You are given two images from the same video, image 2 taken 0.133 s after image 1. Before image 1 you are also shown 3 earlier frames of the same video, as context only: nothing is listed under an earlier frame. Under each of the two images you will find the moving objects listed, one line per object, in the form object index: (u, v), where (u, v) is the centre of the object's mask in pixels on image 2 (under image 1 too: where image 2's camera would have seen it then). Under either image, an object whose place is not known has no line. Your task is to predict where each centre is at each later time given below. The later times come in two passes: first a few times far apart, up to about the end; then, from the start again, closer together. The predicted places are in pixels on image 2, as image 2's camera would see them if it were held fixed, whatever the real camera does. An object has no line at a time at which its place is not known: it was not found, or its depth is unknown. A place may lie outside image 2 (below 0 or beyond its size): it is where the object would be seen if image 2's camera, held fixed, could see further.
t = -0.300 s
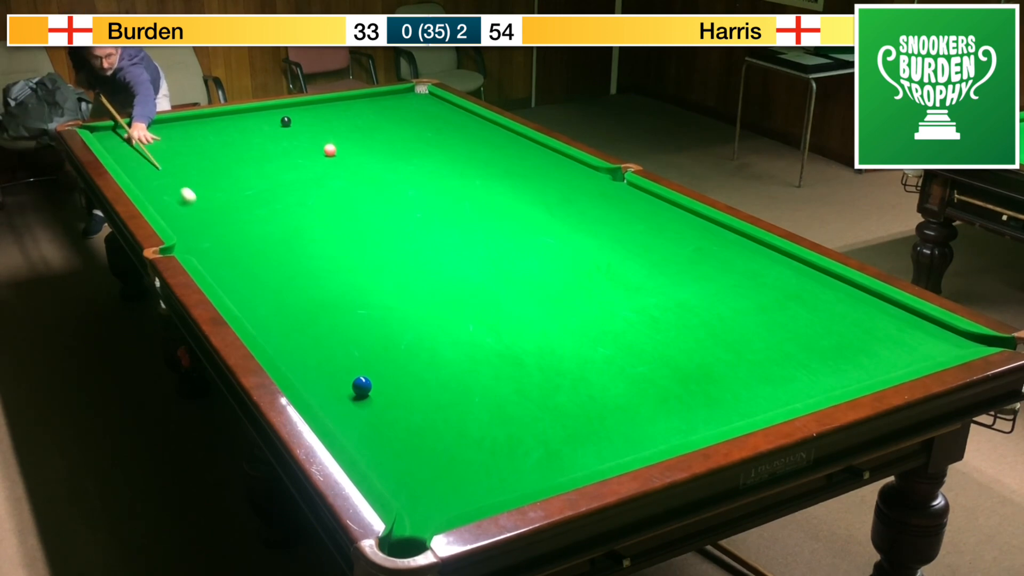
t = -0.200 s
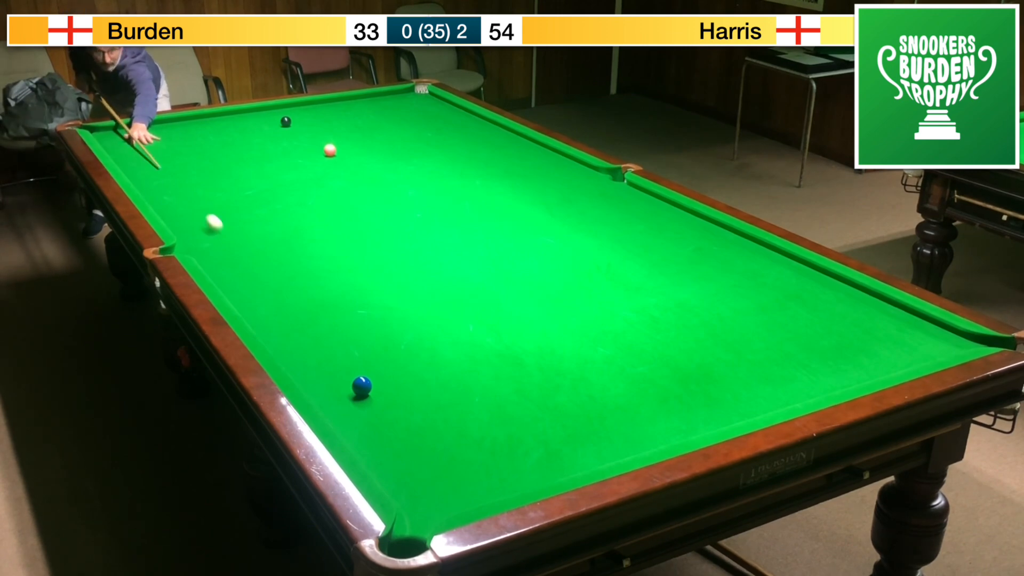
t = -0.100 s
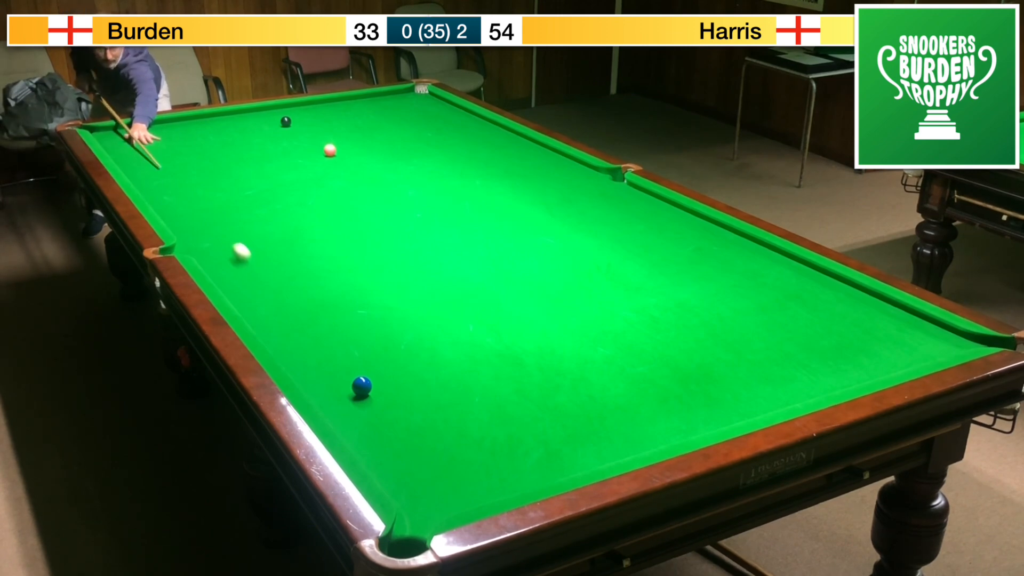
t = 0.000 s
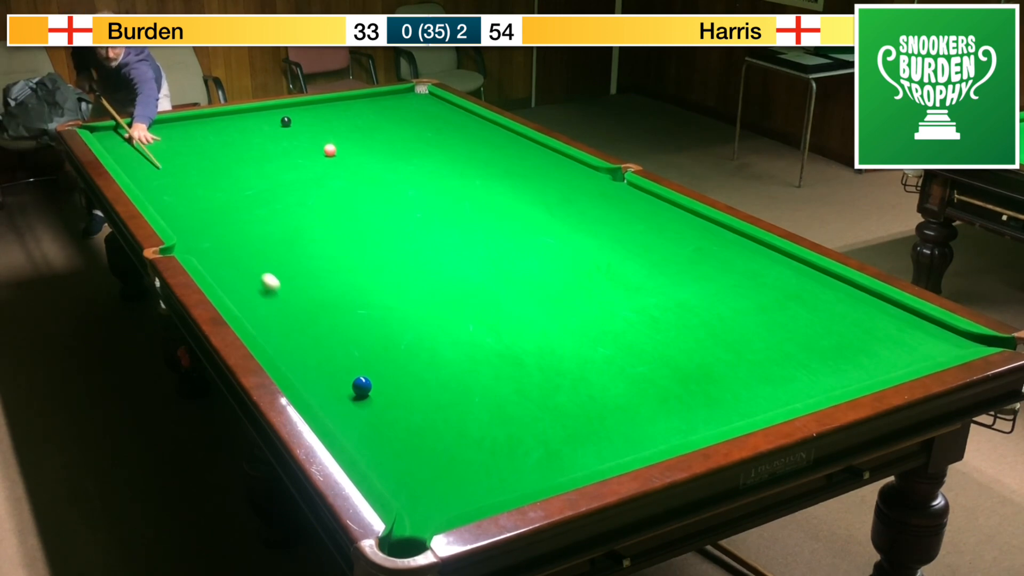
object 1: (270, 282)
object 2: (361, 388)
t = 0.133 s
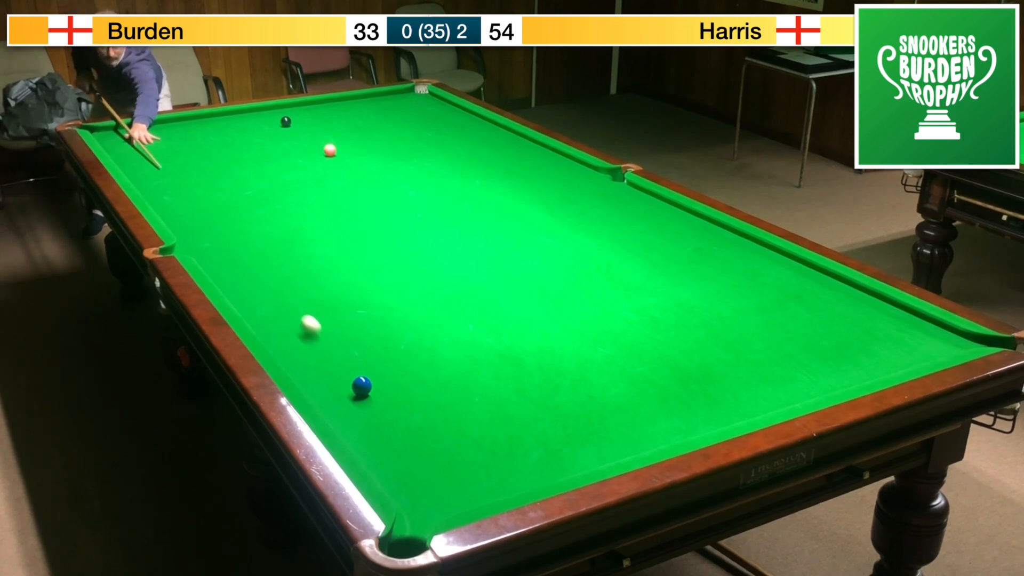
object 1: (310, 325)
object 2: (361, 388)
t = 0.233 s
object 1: (341, 358)
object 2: (361, 388)
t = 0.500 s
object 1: (391, 383)
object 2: (402, 467)
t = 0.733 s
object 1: (434, 402)
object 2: (413, 518)
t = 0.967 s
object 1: (478, 421)
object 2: (451, 501)
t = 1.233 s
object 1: (528, 443)
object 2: (469, 478)
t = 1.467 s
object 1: (573, 462)
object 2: (483, 460)
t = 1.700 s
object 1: (581, 453)
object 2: (495, 445)
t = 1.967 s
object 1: (574, 435)
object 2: (507, 432)
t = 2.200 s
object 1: (568, 421)
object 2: (515, 421)
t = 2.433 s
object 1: (564, 409)
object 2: (522, 410)
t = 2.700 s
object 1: (559, 397)
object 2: (529, 402)
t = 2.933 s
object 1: (555, 389)
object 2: (534, 395)
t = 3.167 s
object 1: (553, 382)
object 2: (537, 390)
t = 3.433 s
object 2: (539, 386)
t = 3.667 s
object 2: (541, 384)
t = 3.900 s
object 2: (543, 382)
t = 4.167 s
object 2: (543, 382)
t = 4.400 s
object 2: (543, 382)
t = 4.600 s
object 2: (548, 376)
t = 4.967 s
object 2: (542, 382)
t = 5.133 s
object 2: (543, 382)
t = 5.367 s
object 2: (543, 382)
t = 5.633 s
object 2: (543, 382)
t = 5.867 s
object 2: (543, 382)
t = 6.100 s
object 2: (543, 382)
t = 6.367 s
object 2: (543, 382)
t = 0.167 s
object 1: (321, 336)
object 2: (361, 388)
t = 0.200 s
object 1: (331, 347)
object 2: (361, 388)
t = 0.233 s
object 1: (341, 358)
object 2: (361, 388)
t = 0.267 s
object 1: (351, 368)
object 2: (361, 388)
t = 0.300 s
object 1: (359, 374)
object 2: (364, 392)
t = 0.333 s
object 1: (364, 377)
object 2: (371, 405)
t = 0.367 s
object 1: (369, 377)
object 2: (377, 417)
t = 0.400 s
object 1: (374, 378)
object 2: (383, 430)
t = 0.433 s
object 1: (379, 379)
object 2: (390, 442)
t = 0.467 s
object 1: (385, 381)
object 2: (396, 454)
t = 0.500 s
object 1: (391, 383)
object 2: (402, 467)
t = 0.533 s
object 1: (397, 386)
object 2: (408, 479)
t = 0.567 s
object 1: (403, 389)
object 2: (414, 490)
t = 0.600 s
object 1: (409, 392)
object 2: (420, 502)
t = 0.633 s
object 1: (415, 394)
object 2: (426, 514)
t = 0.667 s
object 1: (422, 397)
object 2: (428, 520)
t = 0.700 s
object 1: (428, 399)
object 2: (414, 520)
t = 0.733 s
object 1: (434, 402)
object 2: (413, 518)
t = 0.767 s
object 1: (440, 405)
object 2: (424, 518)
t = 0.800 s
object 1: (446, 408)
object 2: (433, 516)
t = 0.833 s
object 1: (453, 410)
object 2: (439, 512)
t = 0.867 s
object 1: (459, 413)
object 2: (442, 509)
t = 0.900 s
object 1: (465, 416)
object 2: (445, 506)
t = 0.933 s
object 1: (472, 418)
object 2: (448, 503)
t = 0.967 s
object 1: (478, 421)
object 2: (451, 501)
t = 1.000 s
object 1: (484, 424)
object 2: (453, 498)
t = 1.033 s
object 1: (491, 426)
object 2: (456, 495)
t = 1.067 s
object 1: (496, 429)
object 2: (458, 492)
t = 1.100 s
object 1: (503, 432)
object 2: (460, 489)
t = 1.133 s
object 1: (509, 435)
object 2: (463, 486)
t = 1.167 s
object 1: (516, 437)
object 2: (465, 483)
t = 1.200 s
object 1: (522, 440)
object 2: (467, 481)
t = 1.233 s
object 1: (528, 443)
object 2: (469, 478)
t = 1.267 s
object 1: (535, 446)
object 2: (471, 475)
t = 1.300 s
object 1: (541, 448)
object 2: (474, 473)
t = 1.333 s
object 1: (548, 451)
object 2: (476, 470)
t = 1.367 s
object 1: (554, 454)
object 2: (477, 467)
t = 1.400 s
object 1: (561, 457)
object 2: (479, 465)
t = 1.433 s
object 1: (567, 459)
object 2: (481, 463)
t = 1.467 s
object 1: (573, 462)
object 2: (483, 460)
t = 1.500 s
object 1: (579, 462)
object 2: (485, 458)
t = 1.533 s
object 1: (585, 463)
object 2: (487, 456)
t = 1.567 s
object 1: (585, 462)
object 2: (488, 454)
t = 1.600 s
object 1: (584, 461)
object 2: (490, 451)
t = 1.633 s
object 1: (583, 459)
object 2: (492, 449)
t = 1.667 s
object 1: (582, 456)
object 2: (494, 447)
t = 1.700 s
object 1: (581, 453)
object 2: (495, 445)
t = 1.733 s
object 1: (580, 451)
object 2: (497, 445)
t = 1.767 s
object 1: (579, 449)
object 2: (498, 443)
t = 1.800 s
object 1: (578, 446)
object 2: (500, 441)
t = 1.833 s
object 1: (578, 444)
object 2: (501, 438)
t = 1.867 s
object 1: (577, 441)
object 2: (503, 436)
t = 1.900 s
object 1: (576, 439)
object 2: (504, 434)
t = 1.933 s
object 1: (575, 437)
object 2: (505, 433)
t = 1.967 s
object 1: (574, 435)
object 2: (507, 432)
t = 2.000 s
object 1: (573, 433)
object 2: (508, 430)
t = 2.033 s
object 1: (572, 430)
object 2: (509, 428)
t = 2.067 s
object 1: (572, 428)
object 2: (511, 426)
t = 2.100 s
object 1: (571, 426)
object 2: (512, 425)
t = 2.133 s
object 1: (570, 425)
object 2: (513, 424)
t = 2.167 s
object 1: (569, 422)
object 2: (514, 422)
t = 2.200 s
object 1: (568, 421)
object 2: (515, 421)
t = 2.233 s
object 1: (568, 419)
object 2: (516, 419)
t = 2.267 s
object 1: (567, 417)
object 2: (517, 417)
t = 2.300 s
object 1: (566, 415)
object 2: (518, 416)
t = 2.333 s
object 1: (566, 413)
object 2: (519, 414)
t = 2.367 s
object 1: (565, 412)
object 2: (520, 413)
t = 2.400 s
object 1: (564, 410)
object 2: (521, 412)
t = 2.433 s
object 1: (564, 409)
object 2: (522, 410)
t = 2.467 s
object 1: (563, 407)
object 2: (523, 410)
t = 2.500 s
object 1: (562, 405)
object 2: (524, 408)
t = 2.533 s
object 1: (561, 404)
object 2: (525, 407)
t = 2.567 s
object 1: (561, 403)
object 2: (526, 406)
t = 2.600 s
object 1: (560, 401)
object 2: (527, 405)
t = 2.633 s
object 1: (560, 400)
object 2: (527, 404)
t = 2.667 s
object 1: (559, 398)
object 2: (528, 403)
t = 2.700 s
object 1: (559, 397)
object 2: (529, 402)
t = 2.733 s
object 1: (558, 396)
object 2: (530, 401)
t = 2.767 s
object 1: (558, 395)
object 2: (530, 400)
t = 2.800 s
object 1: (557, 393)
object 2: (531, 399)
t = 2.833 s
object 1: (557, 392)
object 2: (532, 398)
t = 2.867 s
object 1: (556, 391)
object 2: (532, 397)
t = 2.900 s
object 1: (556, 390)
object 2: (533, 396)
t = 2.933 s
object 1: (555, 389)
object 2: (534, 395)
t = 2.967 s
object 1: (555, 388)
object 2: (534, 395)
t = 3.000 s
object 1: (555, 387)
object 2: (535, 394)
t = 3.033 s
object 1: (554, 386)
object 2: (535, 393)
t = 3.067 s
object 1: (554, 385)
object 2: (536, 392)
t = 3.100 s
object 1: (554, 384)
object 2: (536, 392)
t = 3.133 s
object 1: (554, 383)
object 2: (536, 391)
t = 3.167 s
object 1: (553, 382)
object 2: (537, 390)
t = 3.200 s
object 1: (553, 381)
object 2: (537, 390)
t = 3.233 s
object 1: (553, 380)
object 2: (538, 389)
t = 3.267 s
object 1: (553, 379)
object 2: (538, 389)
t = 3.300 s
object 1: (552, 378)
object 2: (538, 388)
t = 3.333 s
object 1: (552, 377)
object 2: (539, 388)
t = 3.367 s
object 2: (539, 387)
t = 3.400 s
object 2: (539, 387)
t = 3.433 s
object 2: (539, 386)
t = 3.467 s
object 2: (540, 386)
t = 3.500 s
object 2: (540, 385)
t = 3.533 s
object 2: (540, 385)
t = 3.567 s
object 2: (541, 385)
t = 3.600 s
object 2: (541, 384)
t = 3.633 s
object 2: (541, 384)
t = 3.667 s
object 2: (541, 384)
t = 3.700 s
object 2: (542, 383)
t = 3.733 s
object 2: (542, 383)
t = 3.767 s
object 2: (542, 383)
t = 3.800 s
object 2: (542, 383)
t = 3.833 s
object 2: (542, 383)
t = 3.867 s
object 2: (543, 383)
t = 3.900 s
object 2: (543, 382)
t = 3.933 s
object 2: (543, 382)
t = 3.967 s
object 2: (543, 382)
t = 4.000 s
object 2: (543, 382)
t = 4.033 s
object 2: (543, 382)
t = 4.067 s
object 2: (543, 382)
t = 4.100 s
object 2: (543, 382)
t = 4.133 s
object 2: (543, 382)
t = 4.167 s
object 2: (543, 382)
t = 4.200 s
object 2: (543, 382)
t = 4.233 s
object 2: (543, 382)
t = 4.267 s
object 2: (543, 382)
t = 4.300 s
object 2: (543, 382)
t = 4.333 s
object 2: (543, 382)
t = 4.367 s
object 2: (543, 382)
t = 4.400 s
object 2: (543, 382)
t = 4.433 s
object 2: (543, 382)
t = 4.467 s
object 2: (543, 382)
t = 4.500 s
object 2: (543, 382)
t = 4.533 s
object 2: (543, 382)
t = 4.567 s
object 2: (544, 381)
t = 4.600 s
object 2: (548, 376)
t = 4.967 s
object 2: (542, 382)
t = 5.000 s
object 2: (543, 382)
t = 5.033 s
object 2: (543, 382)
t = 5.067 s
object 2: (543, 382)
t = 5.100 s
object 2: (543, 382)
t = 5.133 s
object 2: (543, 382)
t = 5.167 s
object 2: (543, 382)
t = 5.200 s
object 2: (543, 382)
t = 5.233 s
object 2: (543, 382)
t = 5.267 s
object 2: (543, 382)
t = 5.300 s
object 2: (543, 382)
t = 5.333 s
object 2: (543, 382)
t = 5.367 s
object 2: (543, 382)
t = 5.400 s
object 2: (543, 382)
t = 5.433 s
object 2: (543, 382)
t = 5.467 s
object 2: (543, 382)
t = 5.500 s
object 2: (543, 382)
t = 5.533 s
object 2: (543, 382)
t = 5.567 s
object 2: (543, 382)
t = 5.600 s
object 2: (543, 382)
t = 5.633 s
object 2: (543, 382)
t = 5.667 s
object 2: (543, 382)
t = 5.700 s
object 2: (543, 382)
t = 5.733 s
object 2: (543, 382)
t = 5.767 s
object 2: (543, 382)
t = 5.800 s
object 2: (543, 382)
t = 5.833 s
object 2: (543, 382)
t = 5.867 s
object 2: (543, 382)
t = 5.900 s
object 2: (543, 382)
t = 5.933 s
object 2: (543, 382)
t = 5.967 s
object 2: (543, 382)
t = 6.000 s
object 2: (543, 382)
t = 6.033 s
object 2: (543, 382)
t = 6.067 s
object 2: (543, 382)
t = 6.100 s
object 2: (543, 382)
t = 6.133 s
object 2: (543, 382)
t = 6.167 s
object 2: (543, 382)
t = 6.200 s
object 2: (543, 382)
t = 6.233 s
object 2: (543, 382)
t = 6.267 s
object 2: (543, 382)
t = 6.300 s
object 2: (543, 382)
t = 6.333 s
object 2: (543, 382)
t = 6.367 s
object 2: (543, 382)
